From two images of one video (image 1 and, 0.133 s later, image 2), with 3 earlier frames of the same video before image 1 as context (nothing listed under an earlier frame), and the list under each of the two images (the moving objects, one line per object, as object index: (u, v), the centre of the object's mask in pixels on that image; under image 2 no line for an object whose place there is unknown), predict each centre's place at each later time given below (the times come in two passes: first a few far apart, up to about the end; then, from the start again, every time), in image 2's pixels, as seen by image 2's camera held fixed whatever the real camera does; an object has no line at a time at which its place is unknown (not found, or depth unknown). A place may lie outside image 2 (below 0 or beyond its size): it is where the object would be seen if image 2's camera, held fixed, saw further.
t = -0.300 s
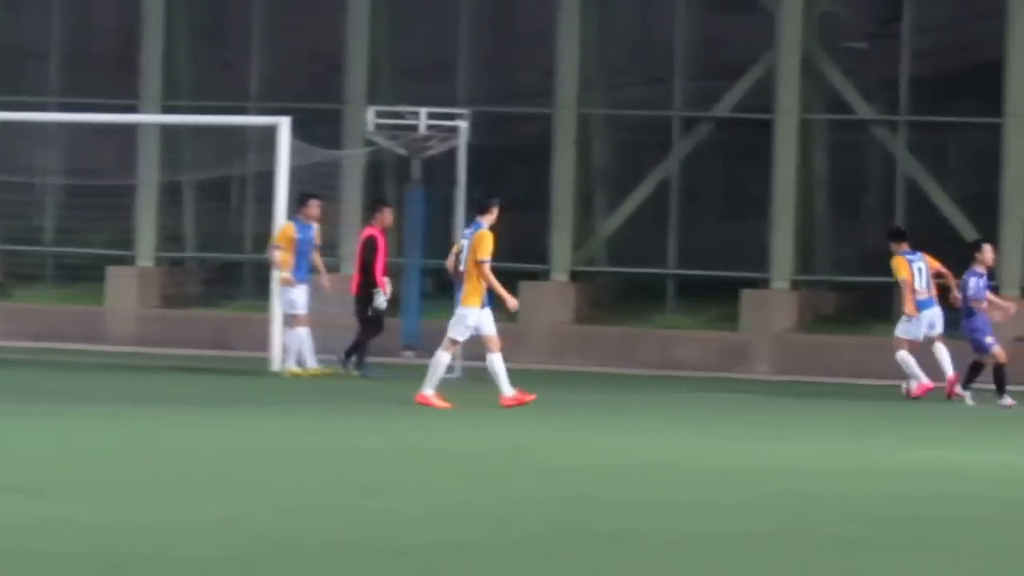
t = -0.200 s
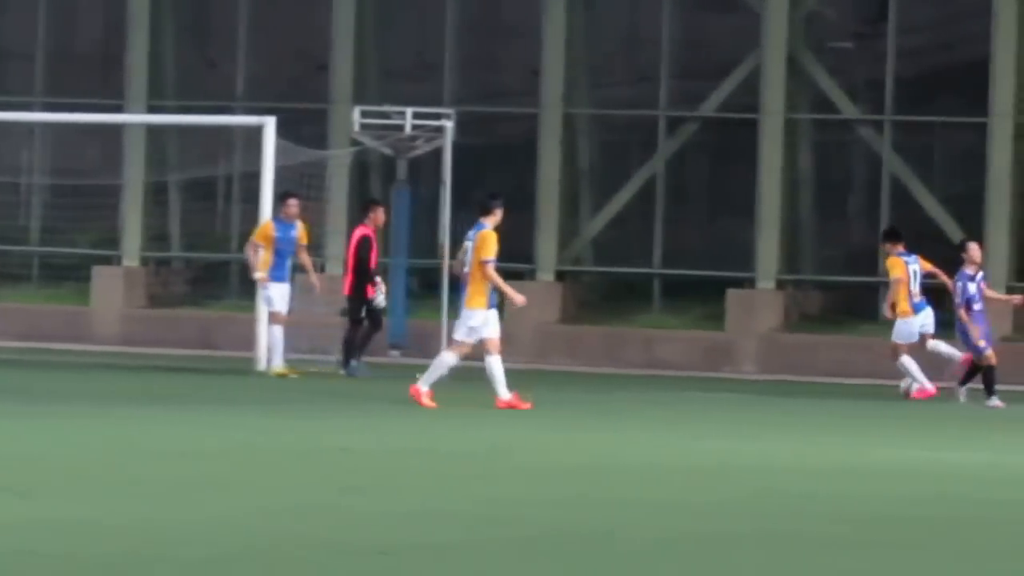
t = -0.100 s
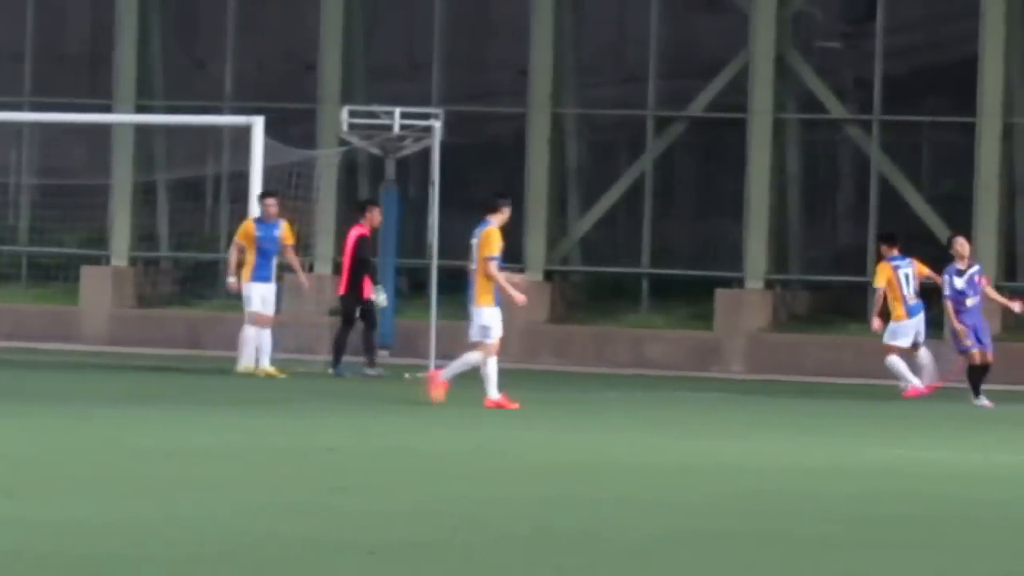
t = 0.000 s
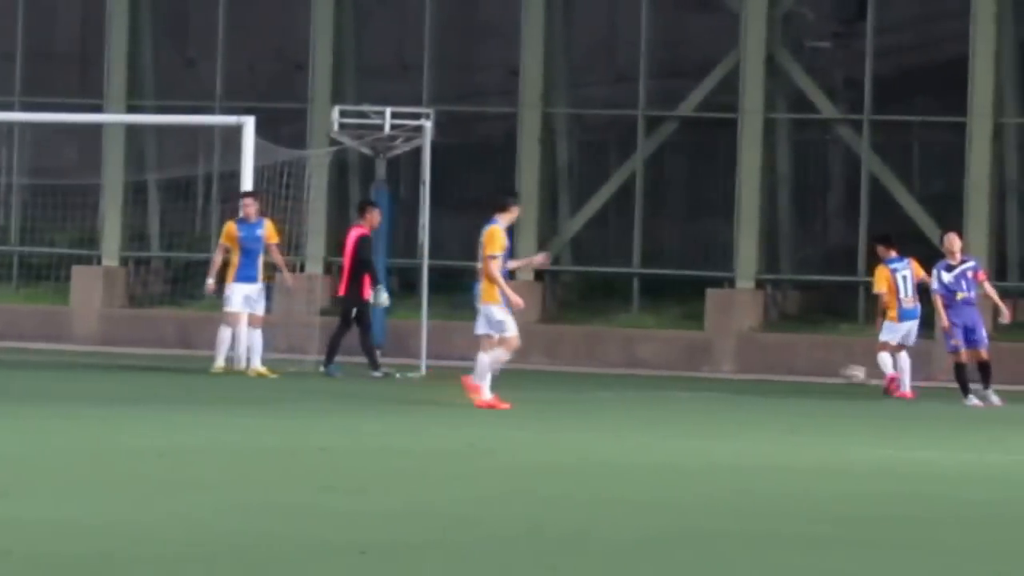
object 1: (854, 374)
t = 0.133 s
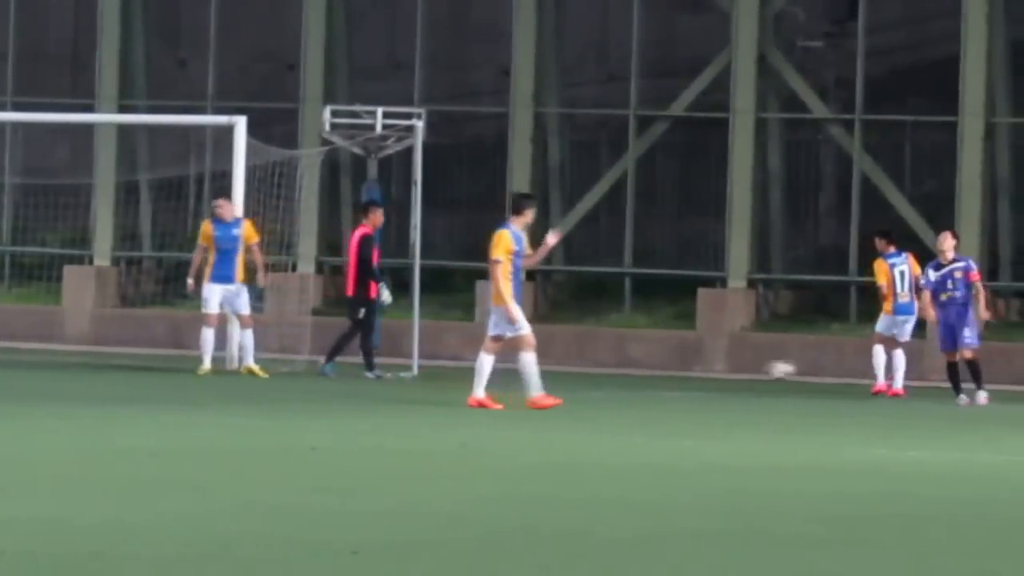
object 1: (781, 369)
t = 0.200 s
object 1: (747, 373)
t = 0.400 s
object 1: (665, 370)
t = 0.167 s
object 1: (765, 370)
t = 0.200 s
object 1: (747, 373)
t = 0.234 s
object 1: (730, 377)
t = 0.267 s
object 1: (713, 380)
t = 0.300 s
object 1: (700, 376)
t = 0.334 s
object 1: (688, 372)
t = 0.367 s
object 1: (677, 371)
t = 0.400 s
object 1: (665, 370)
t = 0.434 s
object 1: (653, 369)
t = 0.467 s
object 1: (640, 370)
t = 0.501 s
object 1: (628, 373)
